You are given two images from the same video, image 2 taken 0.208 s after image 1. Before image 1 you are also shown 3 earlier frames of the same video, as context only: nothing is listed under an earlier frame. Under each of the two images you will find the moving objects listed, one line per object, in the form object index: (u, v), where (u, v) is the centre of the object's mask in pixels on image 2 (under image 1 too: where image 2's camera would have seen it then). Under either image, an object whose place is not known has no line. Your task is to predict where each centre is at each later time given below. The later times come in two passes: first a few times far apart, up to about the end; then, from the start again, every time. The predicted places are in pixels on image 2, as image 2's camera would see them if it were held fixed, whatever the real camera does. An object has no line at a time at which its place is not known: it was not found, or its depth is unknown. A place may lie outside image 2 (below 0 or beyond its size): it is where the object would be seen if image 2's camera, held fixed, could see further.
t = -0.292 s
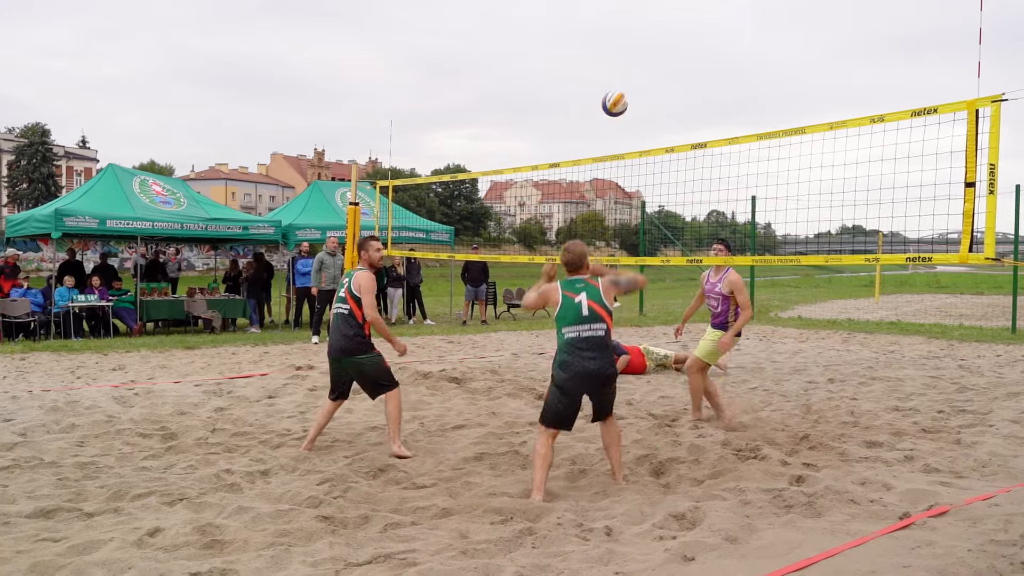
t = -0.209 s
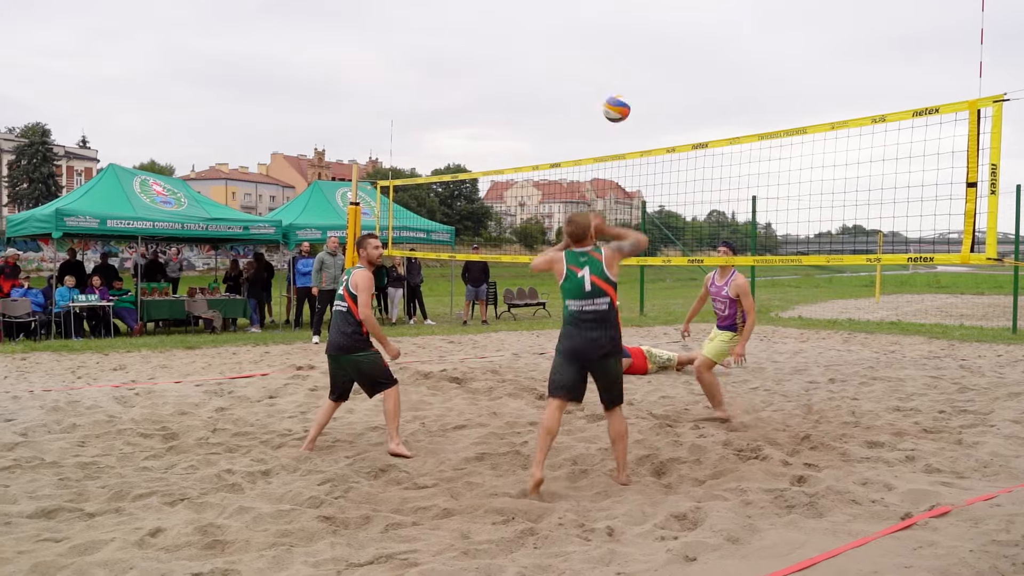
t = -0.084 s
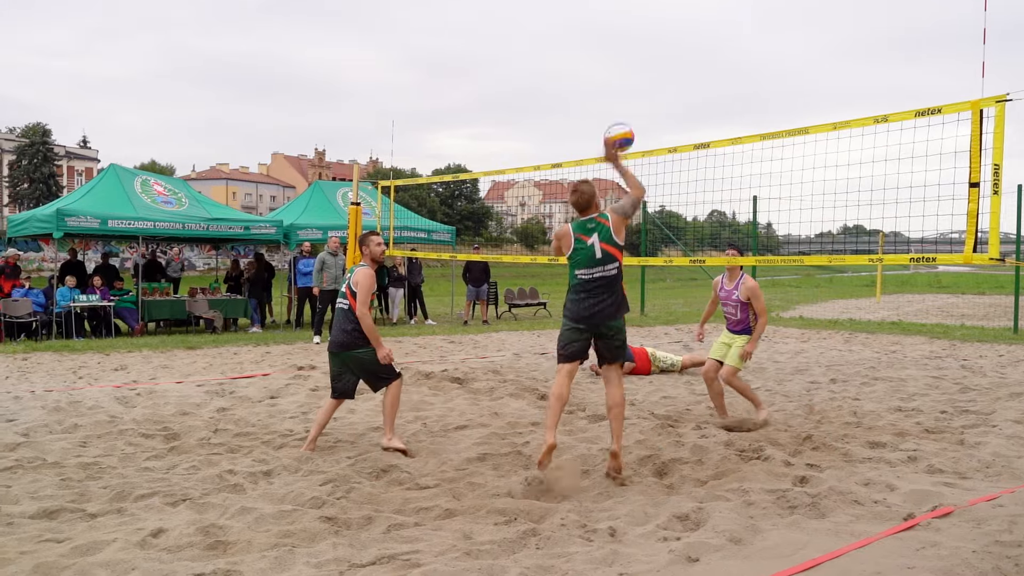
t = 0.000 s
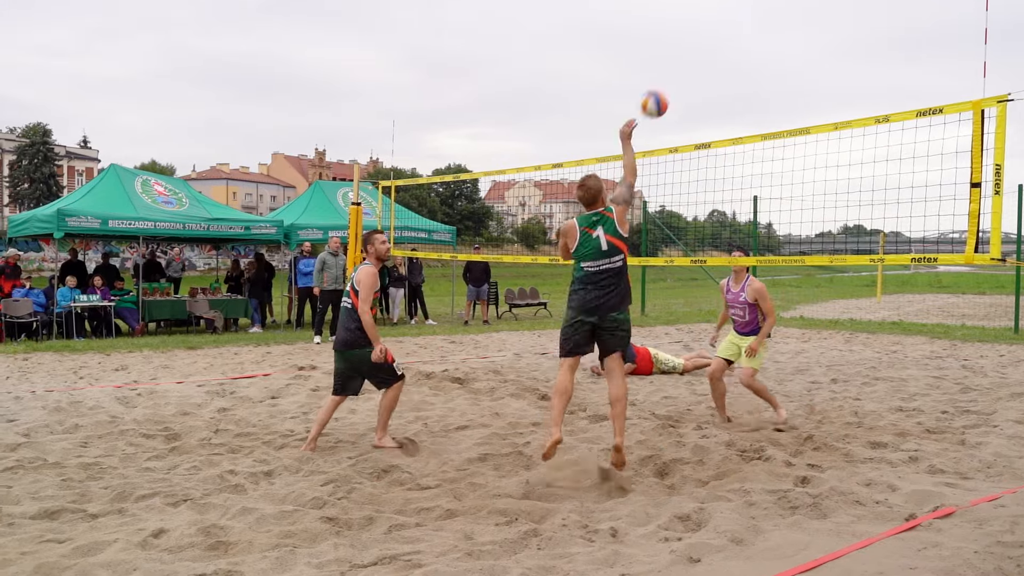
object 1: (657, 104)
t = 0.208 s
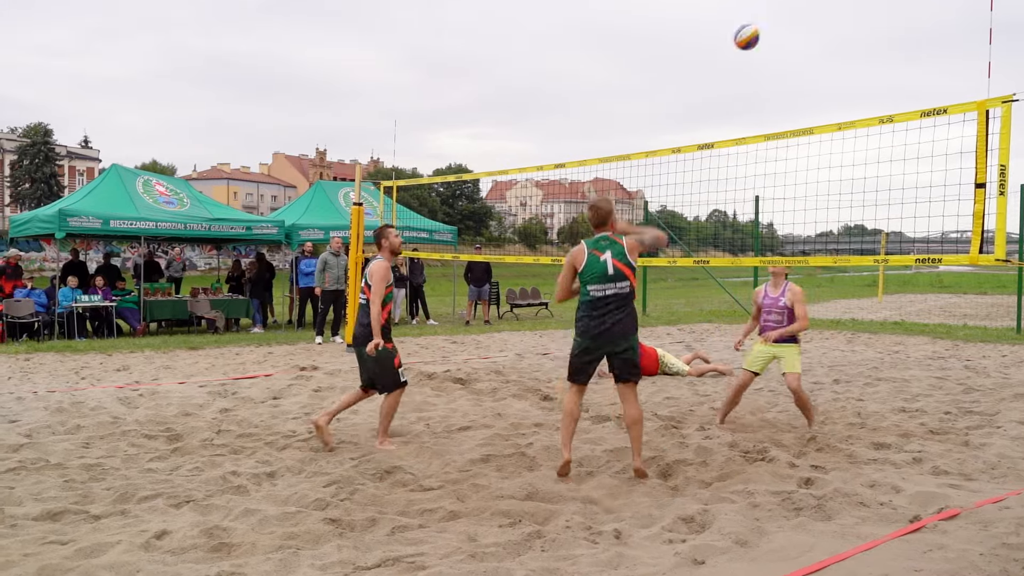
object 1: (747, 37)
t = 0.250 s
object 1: (761, 34)
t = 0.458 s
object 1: (828, 37)
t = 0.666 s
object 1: (880, 85)
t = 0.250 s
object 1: (761, 34)
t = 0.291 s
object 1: (775, 30)
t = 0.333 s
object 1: (788, 28)
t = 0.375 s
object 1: (805, 30)
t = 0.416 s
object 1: (816, 32)
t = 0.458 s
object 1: (828, 37)
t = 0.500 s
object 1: (839, 44)
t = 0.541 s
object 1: (850, 53)
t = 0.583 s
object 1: (859, 61)
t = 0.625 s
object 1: (871, 73)
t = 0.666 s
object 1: (880, 85)
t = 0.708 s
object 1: (889, 99)
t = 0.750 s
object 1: (896, 109)
